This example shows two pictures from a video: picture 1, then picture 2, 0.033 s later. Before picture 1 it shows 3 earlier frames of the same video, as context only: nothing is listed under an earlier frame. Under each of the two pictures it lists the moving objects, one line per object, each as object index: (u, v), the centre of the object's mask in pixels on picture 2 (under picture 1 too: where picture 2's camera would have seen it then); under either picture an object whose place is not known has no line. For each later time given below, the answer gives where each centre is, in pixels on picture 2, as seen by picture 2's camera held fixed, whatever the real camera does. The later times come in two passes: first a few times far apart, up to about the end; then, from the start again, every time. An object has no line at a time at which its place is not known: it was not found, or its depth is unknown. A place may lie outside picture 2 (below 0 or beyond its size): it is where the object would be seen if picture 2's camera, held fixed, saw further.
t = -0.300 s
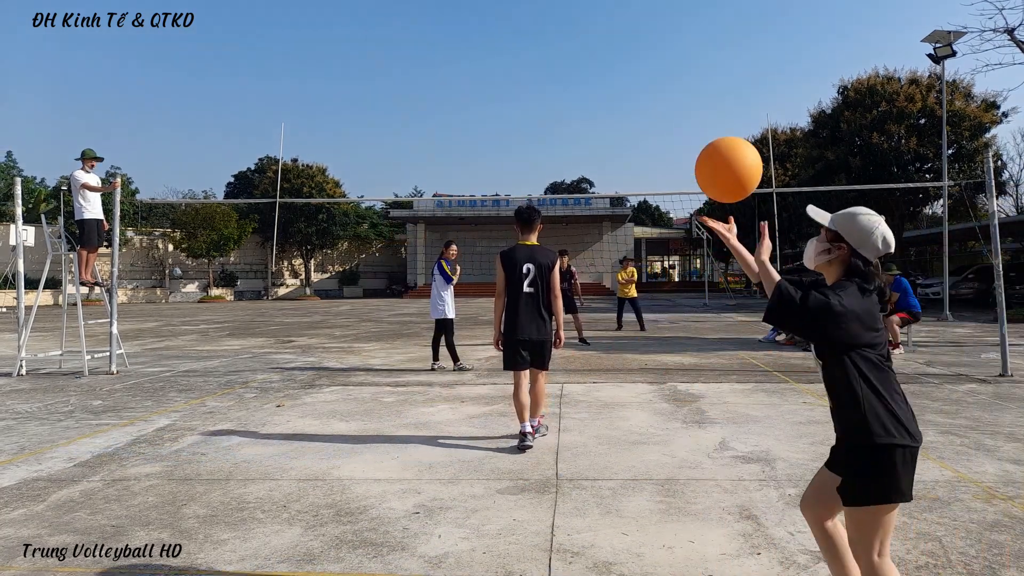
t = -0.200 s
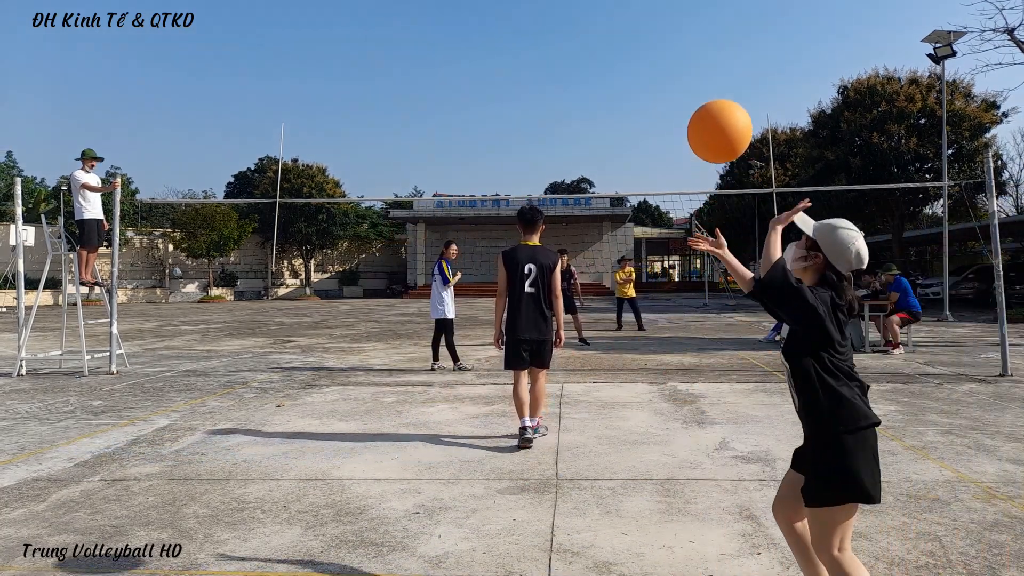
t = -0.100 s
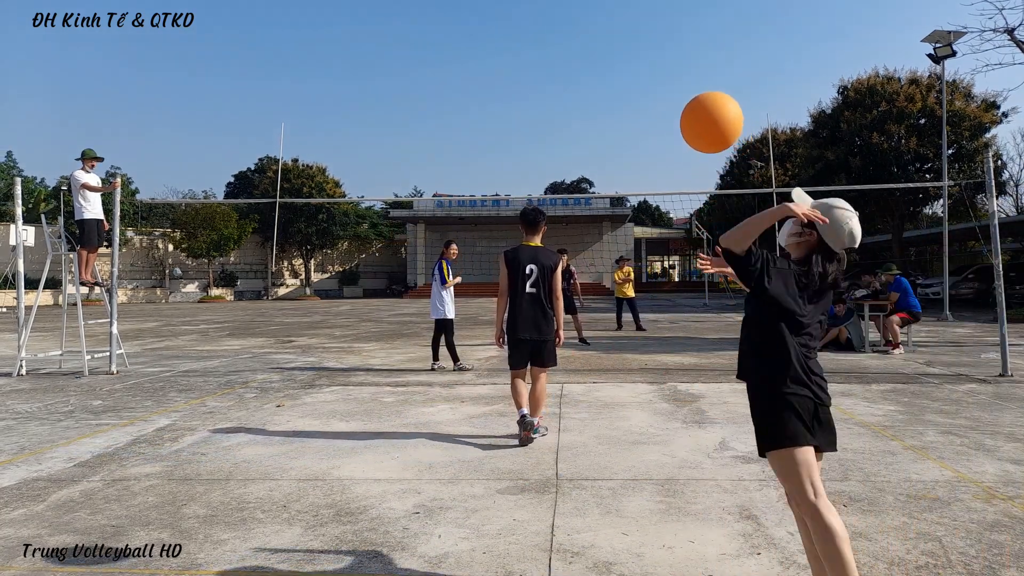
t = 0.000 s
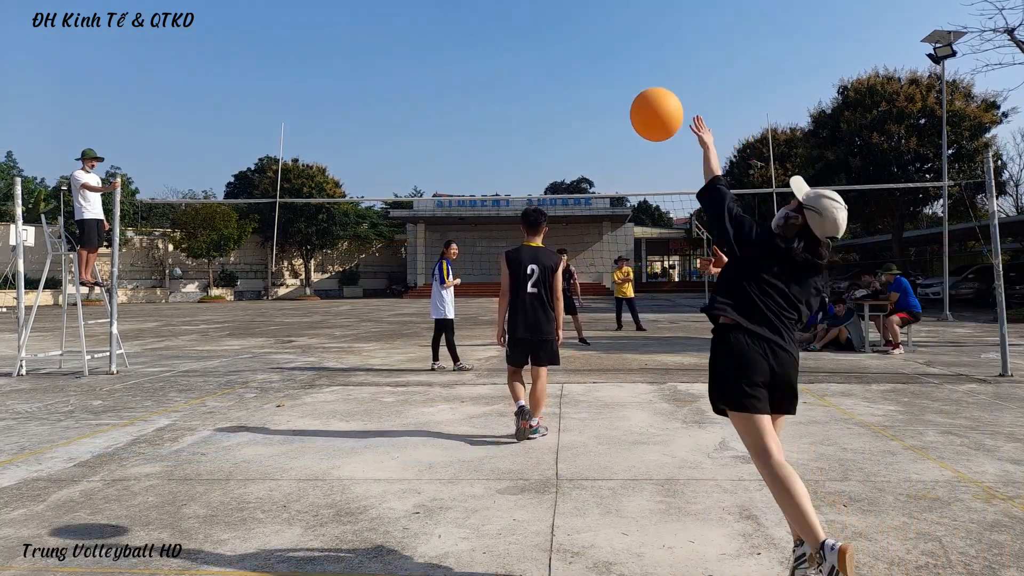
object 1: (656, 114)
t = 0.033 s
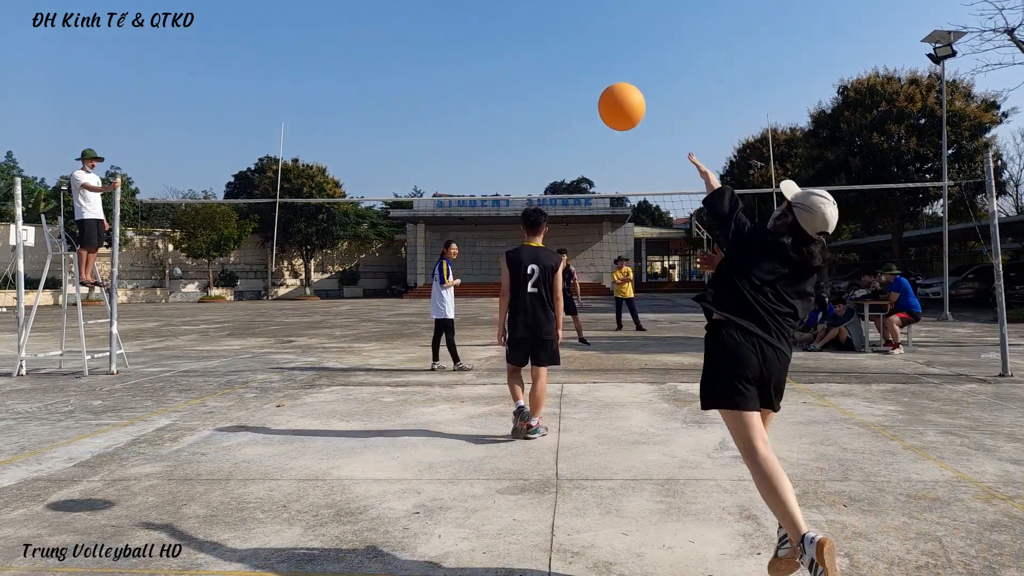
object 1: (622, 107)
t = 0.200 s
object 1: (529, 106)
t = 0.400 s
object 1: (485, 148)
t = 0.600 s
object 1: (462, 203)
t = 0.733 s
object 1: (460, 234)
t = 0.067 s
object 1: (594, 102)
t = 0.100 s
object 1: (572, 100)
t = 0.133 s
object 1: (555, 100)
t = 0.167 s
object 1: (541, 102)
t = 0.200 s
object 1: (529, 106)
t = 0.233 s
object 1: (518, 111)
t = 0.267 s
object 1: (510, 117)
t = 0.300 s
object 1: (502, 124)
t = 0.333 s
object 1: (495, 132)
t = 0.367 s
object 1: (490, 139)
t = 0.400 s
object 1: (485, 148)
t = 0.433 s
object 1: (480, 156)
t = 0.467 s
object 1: (476, 165)
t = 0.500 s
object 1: (472, 174)
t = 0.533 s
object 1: (469, 183)
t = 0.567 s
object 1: (465, 193)
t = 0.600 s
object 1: (462, 203)
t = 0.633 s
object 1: (460, 212)
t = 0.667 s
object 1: (460, 219)
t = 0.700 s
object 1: (460, 227)
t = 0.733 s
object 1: (460, 234)
